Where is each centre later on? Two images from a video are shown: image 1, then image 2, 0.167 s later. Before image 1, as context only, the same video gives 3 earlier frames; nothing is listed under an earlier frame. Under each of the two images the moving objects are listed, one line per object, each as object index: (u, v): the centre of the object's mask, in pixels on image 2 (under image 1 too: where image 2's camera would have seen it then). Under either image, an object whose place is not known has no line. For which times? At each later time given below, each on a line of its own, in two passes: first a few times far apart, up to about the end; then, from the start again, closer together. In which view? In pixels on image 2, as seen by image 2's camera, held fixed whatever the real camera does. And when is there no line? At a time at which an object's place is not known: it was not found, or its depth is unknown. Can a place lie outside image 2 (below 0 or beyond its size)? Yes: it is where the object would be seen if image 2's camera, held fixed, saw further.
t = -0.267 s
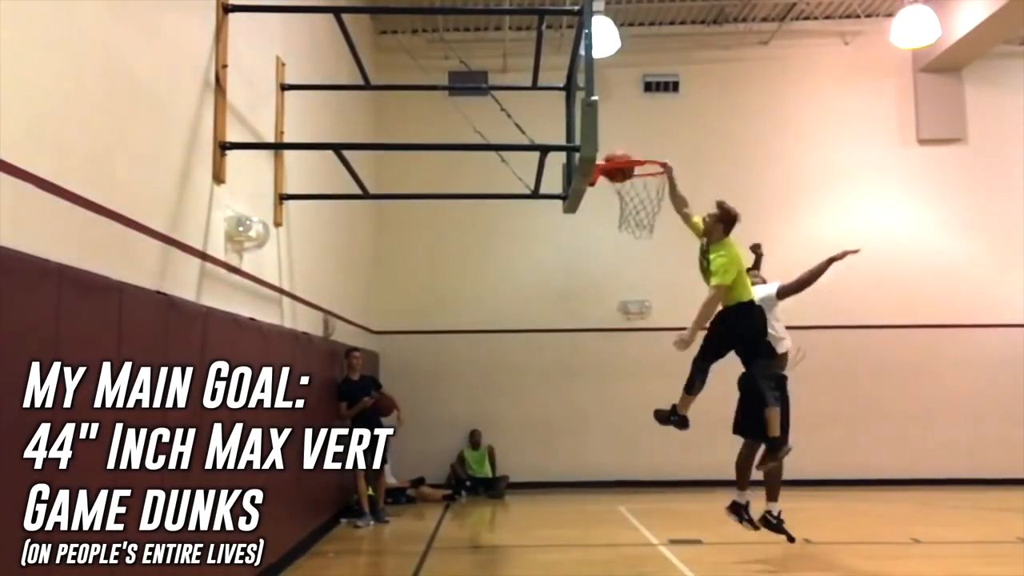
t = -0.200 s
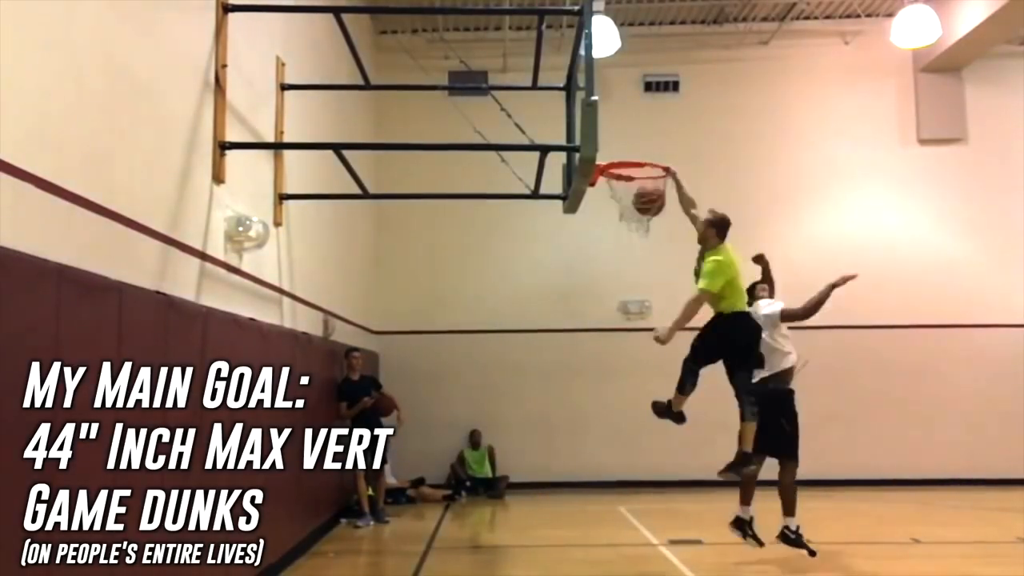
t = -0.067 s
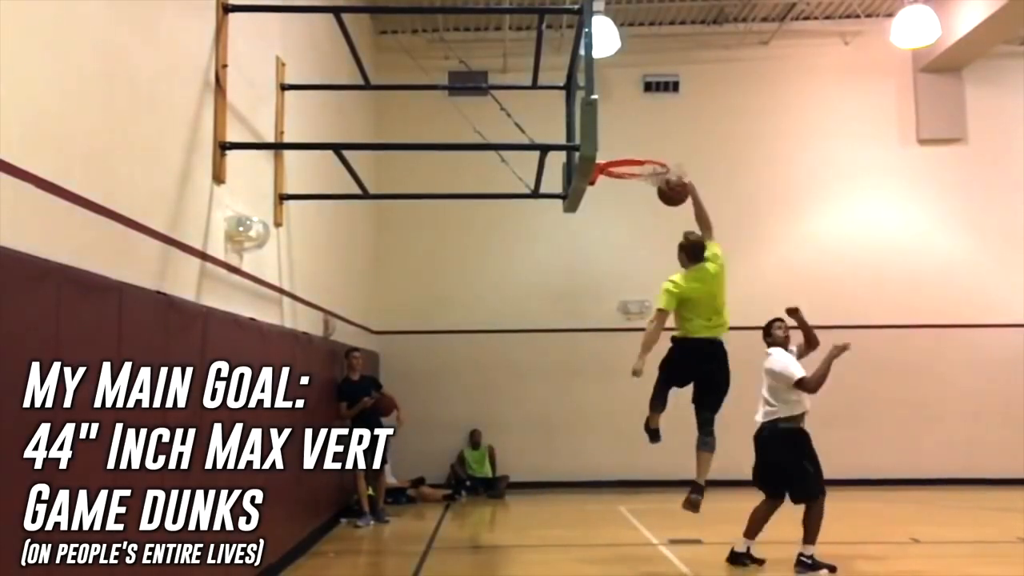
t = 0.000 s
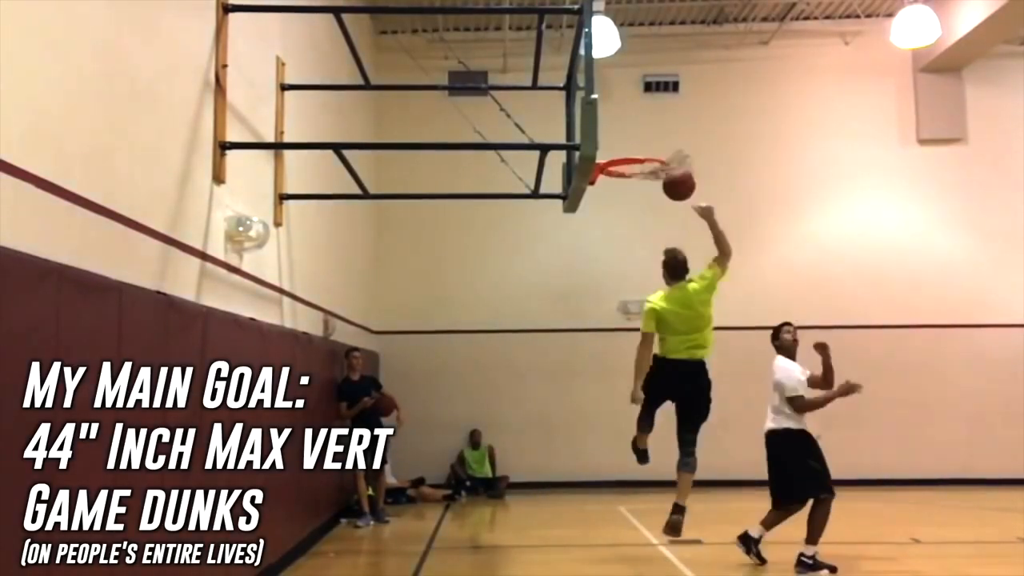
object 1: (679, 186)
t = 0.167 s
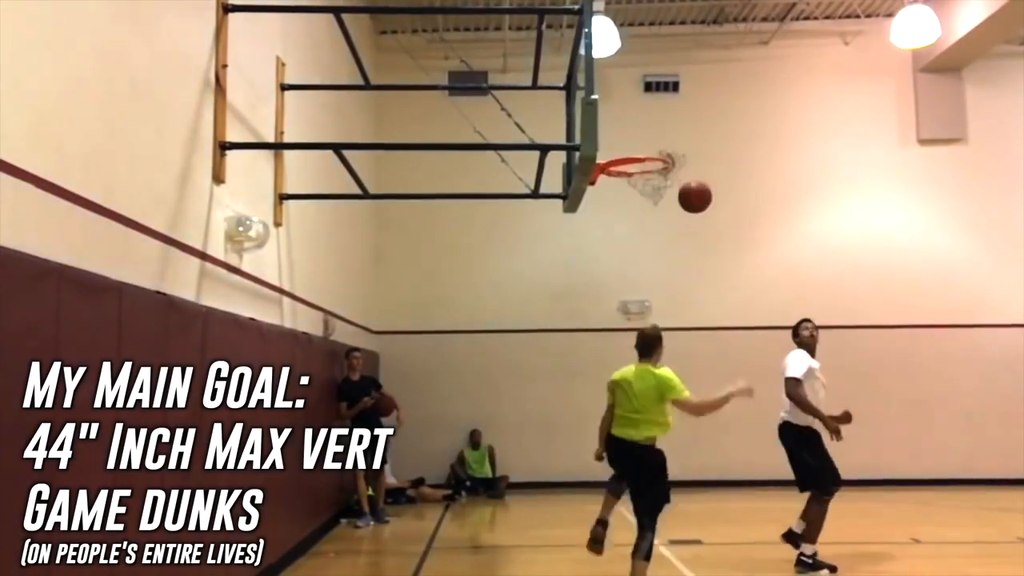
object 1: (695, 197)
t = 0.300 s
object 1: (708, 233)
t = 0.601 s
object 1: (746, 416)
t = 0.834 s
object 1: (769, 542)
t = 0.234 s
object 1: (702, 212)
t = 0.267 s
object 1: (705, 222)
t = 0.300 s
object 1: (708, 233)
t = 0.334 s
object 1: (712, 246)
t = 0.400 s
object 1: (720, 278)
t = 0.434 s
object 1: (724, 296)
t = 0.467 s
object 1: (728, 317)
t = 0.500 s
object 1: (732, 338)
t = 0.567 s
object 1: (741, 388)
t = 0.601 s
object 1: (746, 416)
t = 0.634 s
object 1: (750, 446)
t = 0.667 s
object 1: (756, 478)
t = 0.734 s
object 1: (766, 549)
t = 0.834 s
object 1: (769, 542)
